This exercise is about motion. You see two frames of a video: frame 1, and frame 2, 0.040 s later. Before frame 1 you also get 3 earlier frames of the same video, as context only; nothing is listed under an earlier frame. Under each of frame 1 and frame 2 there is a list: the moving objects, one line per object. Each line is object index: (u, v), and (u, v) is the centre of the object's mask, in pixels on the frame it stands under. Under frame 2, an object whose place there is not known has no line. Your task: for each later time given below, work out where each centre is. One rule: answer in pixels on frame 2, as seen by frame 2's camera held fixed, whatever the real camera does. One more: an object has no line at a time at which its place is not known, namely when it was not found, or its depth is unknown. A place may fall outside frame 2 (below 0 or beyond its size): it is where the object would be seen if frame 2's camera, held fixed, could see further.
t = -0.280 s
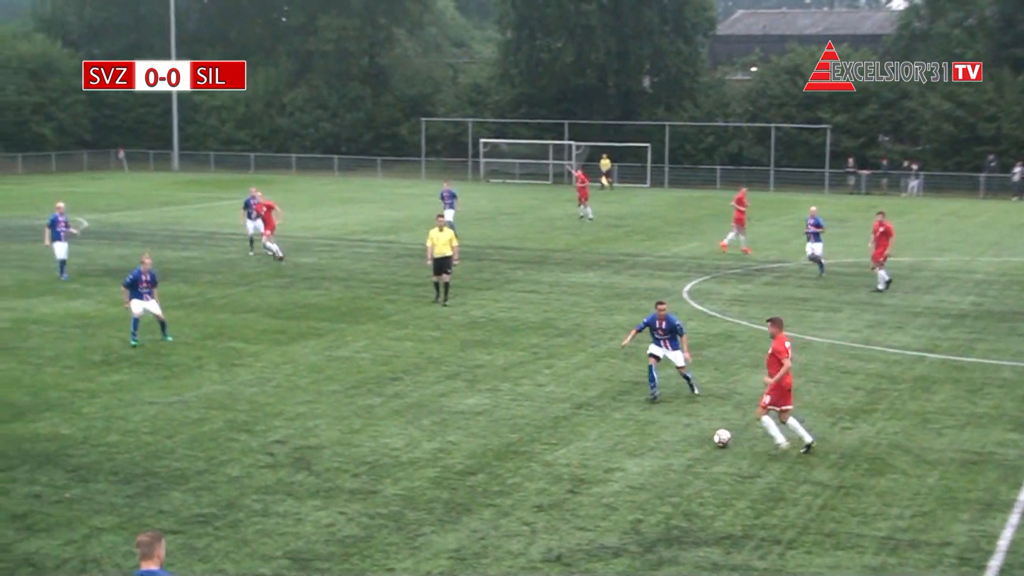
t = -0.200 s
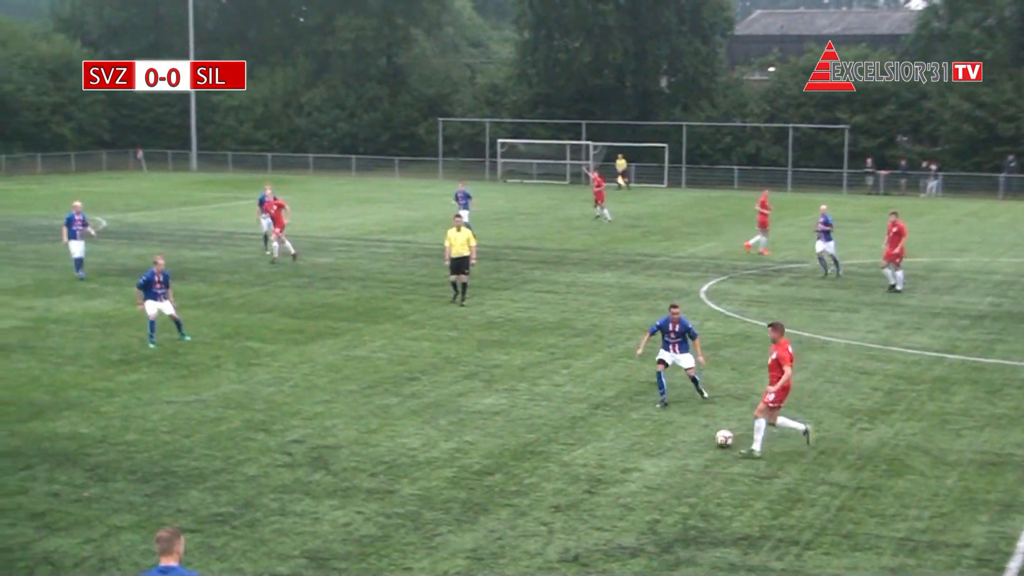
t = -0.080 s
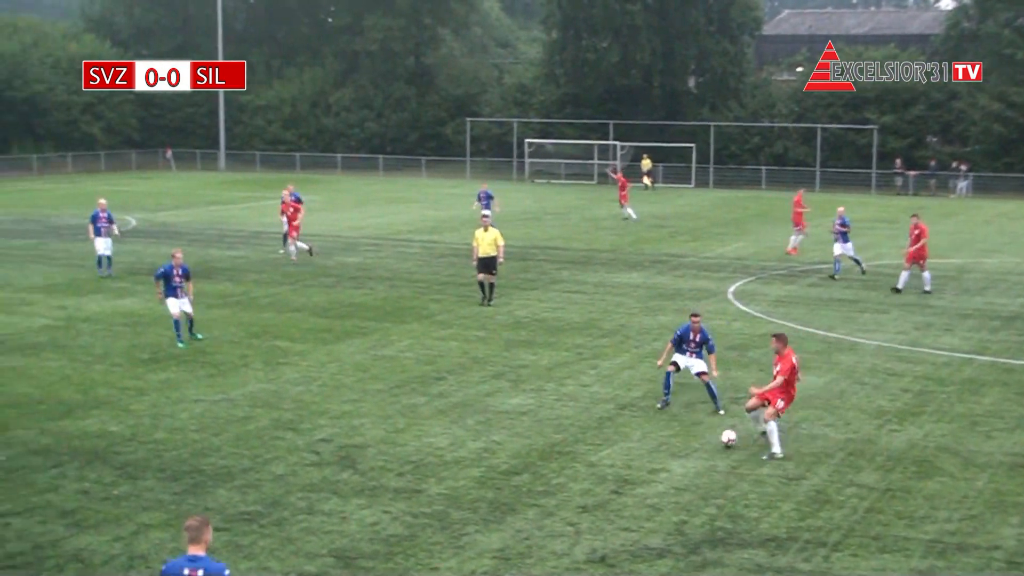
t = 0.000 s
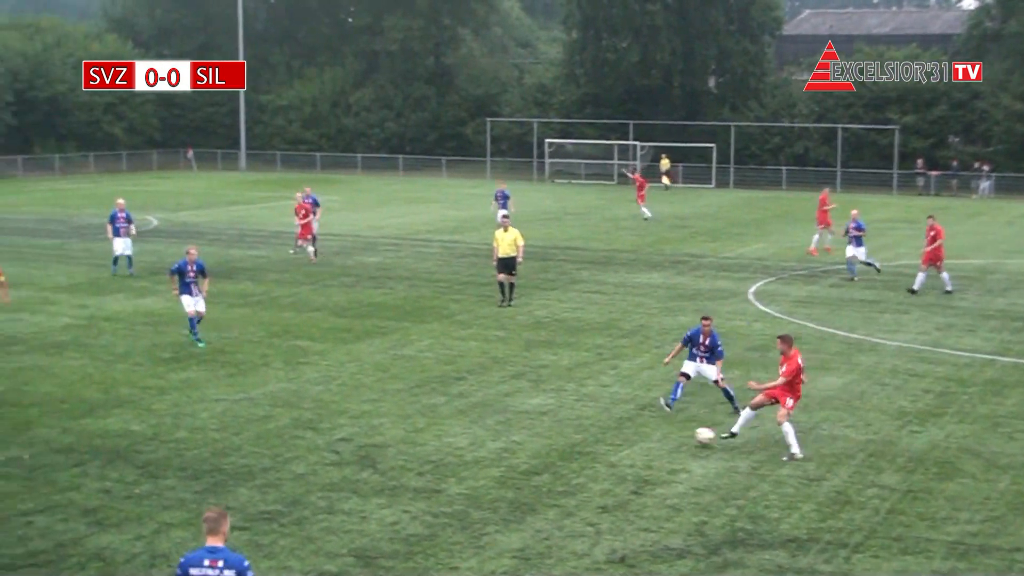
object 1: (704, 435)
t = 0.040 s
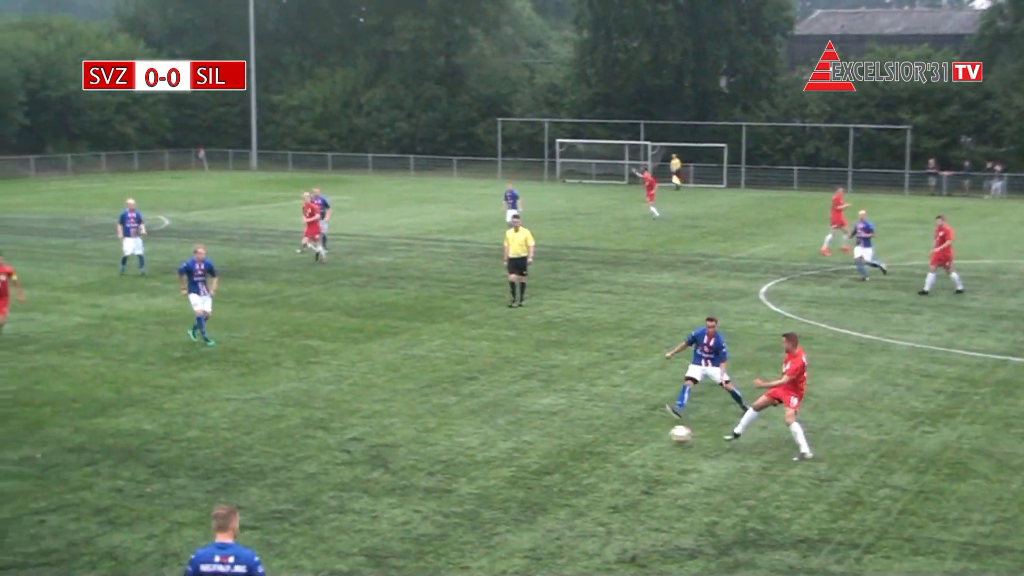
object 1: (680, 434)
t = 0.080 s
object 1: (646, 433)
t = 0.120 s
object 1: (611, 434)
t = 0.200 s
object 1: (545, 430)
